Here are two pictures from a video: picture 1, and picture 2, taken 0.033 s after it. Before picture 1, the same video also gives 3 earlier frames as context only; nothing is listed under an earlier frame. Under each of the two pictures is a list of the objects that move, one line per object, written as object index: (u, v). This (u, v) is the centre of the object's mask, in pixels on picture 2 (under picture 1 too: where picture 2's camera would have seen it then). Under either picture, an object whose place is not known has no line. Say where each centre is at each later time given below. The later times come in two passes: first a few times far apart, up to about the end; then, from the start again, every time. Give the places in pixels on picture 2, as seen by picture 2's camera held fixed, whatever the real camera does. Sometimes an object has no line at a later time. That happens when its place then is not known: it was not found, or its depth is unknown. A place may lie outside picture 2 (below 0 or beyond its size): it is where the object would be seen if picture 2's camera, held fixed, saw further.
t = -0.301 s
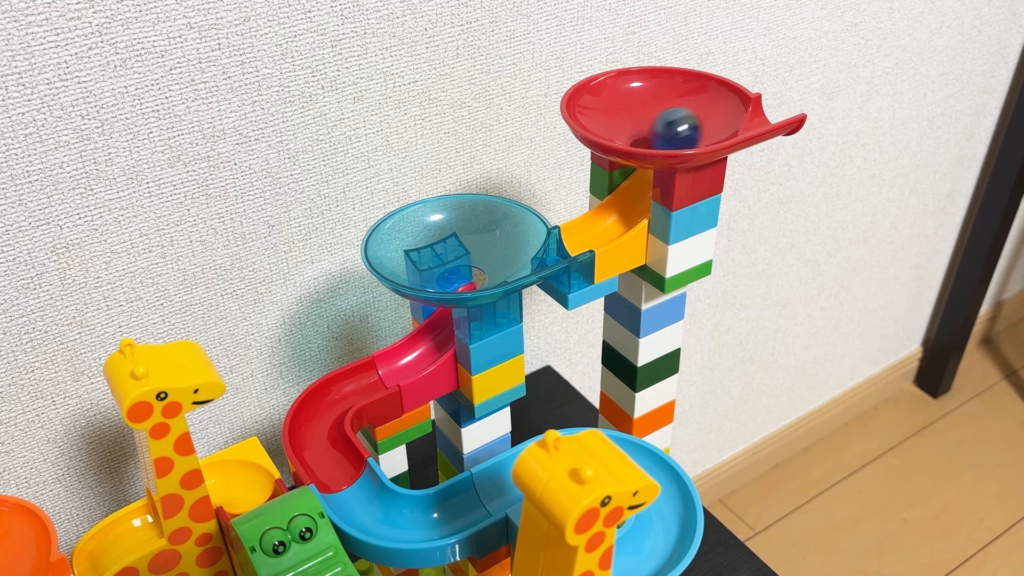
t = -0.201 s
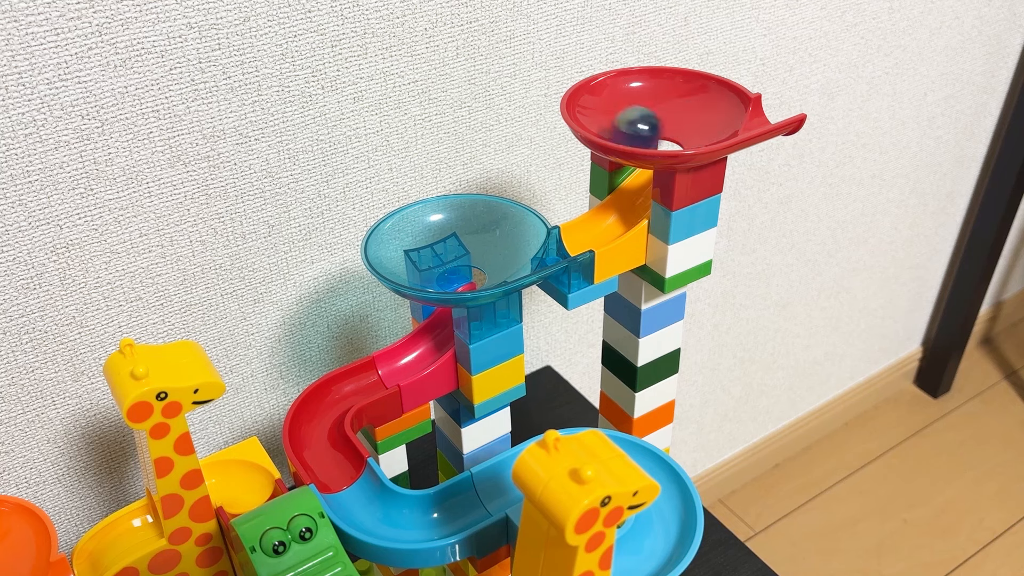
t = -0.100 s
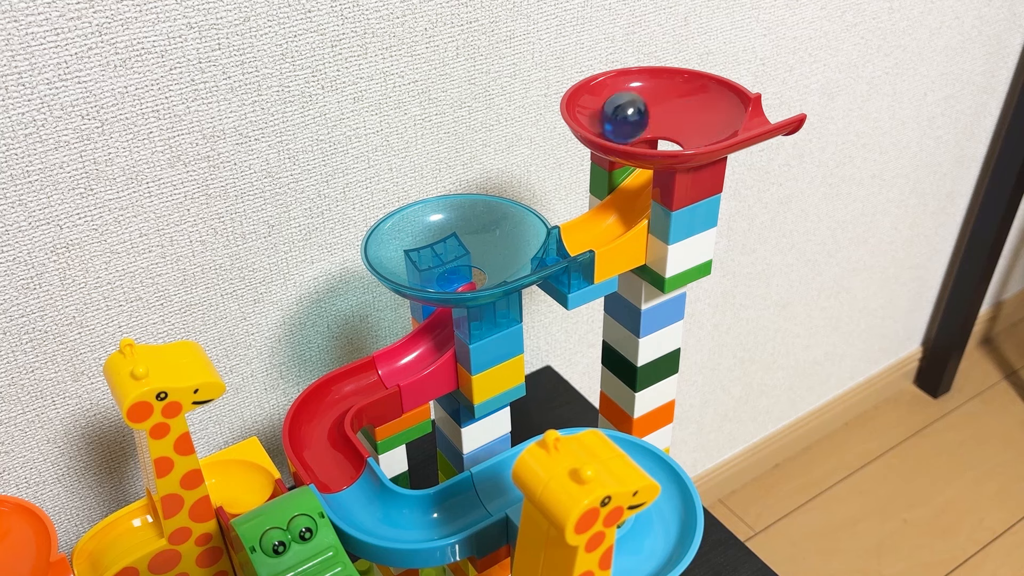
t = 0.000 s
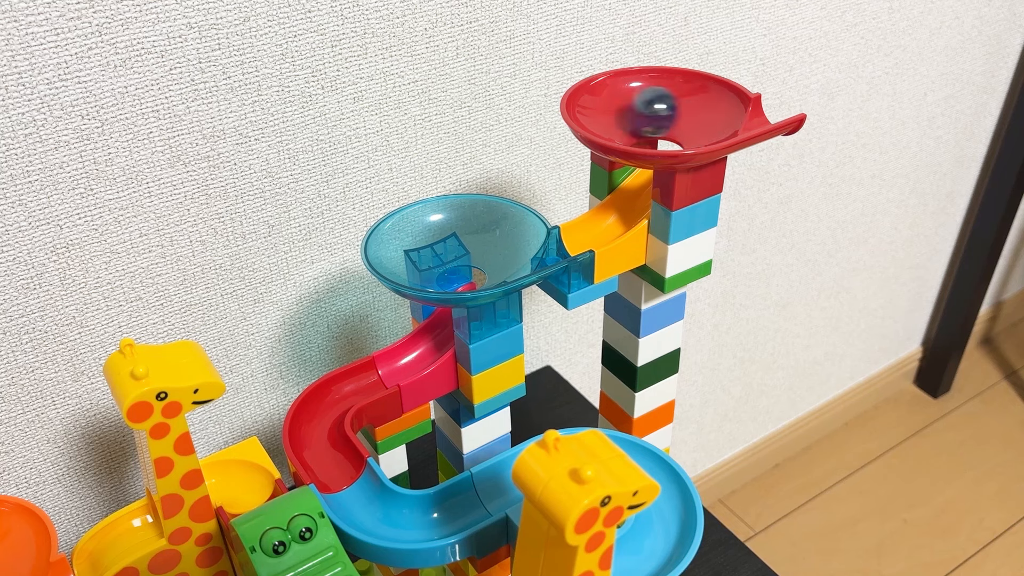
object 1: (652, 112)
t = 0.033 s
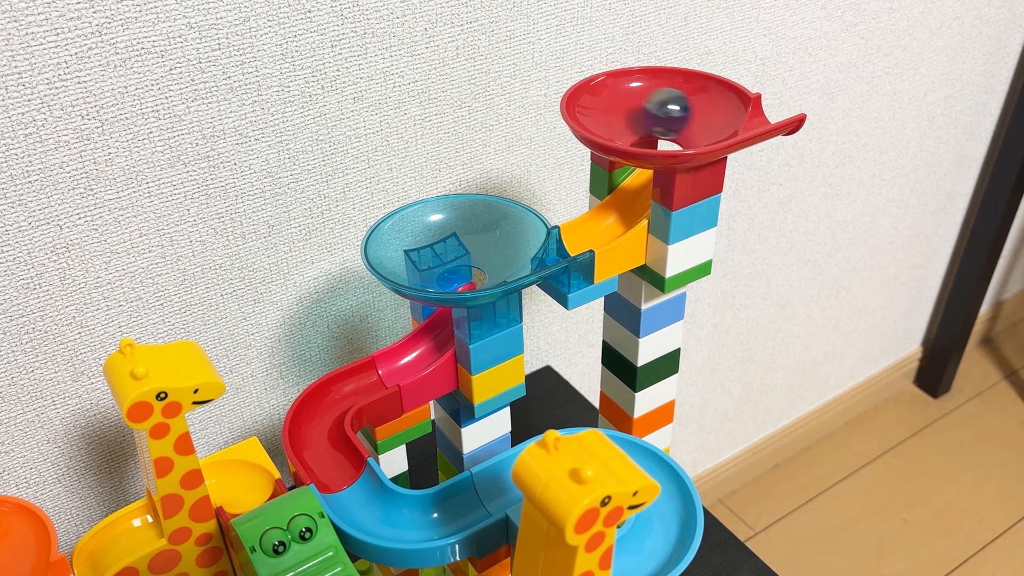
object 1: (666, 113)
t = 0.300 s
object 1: (640, 129)
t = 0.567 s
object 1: (673, 116)
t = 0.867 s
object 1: (631, 124)
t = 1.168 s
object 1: (678, 127)
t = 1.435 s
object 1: (635, 113)
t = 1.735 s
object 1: (659, 132)
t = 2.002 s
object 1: (656, 111)
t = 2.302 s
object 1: (632, 117)
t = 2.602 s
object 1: (641, 127)
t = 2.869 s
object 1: (670, 124)
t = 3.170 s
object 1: (659, 133)
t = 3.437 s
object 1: (659, 129)
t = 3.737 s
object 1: (548, 247)
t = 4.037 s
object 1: (458, 227)
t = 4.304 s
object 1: (442, 273)
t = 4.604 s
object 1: (499, 239)
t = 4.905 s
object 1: (406, 247)
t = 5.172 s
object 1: (504, 259)
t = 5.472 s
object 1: (422, 230)
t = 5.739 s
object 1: (487, 270)
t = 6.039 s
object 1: (444, 227)
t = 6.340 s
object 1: (454, 274)
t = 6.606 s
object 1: (459, 232)
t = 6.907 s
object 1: (443, 271)
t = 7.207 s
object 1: (477, 244)
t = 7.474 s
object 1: (436, 270)
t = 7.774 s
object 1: (480, 248)
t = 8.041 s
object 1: (430, 268)
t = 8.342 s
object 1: (482, 249)
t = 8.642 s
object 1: (423, 257)
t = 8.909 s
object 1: (487, 249)
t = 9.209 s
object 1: (418, 253)
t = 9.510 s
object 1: (491, 256)
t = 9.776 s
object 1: (420, 247)
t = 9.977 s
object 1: (474, 249)
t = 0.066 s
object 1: (677, 116)
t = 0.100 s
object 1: (685, 121)
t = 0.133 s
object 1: (688, 125)
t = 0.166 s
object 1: (685, 128)
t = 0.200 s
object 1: (678, 130)
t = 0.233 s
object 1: (666, 131)
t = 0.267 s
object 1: (653, 131)
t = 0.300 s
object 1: (640, 129)
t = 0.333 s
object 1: (632, 126)
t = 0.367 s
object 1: (627, 121)
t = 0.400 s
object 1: (627, 117)
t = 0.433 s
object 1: (632, 112)
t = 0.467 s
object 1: (640, 110)
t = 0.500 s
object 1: (650, 110)
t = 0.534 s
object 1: (663, 112)
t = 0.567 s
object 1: (673, 116)
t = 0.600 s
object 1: (680, 121)
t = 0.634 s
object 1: (682, 126)
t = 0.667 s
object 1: (679, 129)
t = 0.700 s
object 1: (673, 131)
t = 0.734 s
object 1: (662, 132)
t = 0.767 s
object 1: (652, 131)
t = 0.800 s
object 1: (642, 129)
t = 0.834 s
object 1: (635, 127)
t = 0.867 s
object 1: (631, 124)
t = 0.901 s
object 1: (631, 120)
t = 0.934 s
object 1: (636, 115)
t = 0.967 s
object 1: (644, 111)
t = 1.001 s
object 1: (653, 109)
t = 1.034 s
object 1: (664, 110)
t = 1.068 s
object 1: (673, 112)
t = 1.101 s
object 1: (678, 117)
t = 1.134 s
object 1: (681, 122)
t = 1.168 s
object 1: (678, 127)
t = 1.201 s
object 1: (668, 131)
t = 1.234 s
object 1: (655, 131)
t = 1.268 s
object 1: (641, 128)
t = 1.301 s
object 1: (633, 126)
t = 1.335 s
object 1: (626, 122)
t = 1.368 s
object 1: (625, 118)
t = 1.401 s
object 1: (628, 115)
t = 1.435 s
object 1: (635, 113)
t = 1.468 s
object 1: (645, 113)
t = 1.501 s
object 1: (657, 114)
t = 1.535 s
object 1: (669, 117)
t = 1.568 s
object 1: (677, 121)
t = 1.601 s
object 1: (682, 125)
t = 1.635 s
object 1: (682, 128)
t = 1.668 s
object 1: (678, 130)
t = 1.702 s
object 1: (671, 131)
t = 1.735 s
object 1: (659, 132)
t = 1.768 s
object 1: (650, 130)
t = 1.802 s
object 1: (640, 128)
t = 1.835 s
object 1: (636, 125)
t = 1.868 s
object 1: (633, 121)
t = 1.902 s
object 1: (634, 116)
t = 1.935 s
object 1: (640, 112)
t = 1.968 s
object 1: (648, 110)
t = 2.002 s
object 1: (656, 111)
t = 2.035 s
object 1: (666, 113)
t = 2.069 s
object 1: (673, 117)
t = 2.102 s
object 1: (676, 122)
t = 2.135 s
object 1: (673, 128)
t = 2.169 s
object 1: (661, 132)
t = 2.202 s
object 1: (646, 129)
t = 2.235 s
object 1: (637, 125)
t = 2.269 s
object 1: (632, 122)
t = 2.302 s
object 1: (632, 117)
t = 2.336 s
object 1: (634, 113)
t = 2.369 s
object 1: (639, 112)
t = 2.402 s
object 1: (648, 112)
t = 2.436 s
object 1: (657, 114)
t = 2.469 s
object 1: (666, 118)
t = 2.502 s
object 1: (671, 124)
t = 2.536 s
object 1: (667, 130)
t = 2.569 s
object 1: (653, 130)
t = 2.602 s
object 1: (641, 127)
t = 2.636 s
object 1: (636, 124)
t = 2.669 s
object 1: (634, 121)
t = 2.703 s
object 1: (635, 117)
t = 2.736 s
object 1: (640, 115)
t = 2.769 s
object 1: (648, 114)
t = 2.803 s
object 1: (655, 115)
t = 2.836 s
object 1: (664, 118)
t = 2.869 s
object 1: (670, 124)
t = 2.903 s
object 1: (666, 131)
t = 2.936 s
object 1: (651, 130)
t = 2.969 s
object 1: (642, 126)
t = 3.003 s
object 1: (641, 122)
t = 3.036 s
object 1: (645, 119)
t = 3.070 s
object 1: (653, 118)
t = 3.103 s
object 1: (662, 120)
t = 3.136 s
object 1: (668, 127)
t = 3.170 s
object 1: (659, 133)
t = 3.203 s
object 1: (647, 129)
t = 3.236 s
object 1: (645, 124)
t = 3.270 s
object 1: (652, 123)
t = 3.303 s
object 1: (663, 127)
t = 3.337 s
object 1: (661, 133)
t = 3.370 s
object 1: (649, 130)
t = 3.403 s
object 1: (650, 127)
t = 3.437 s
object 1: (659, 129)
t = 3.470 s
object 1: (658, 135)
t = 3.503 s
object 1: (657, 134)
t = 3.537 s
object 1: (656, 136)
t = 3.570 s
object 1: (656, 143)
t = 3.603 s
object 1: (639, 190)
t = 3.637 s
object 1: (625, 208)
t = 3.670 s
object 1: (600, 225)
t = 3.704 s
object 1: (574, 237)
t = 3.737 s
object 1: (548, 247)
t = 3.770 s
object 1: (527, 259)
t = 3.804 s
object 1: (492, 271)
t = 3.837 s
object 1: (455, 276)
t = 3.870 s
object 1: (421, 270)
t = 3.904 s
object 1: (395, 256)
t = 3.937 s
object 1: (391, 238)
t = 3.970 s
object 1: (406, 233)
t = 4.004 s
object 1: (431, 227)
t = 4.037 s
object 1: (458, 227)
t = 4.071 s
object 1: (481, 230)
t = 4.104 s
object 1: (498, 232)
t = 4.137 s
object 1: (509, 239)
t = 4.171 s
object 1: (511, 251)
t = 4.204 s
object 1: (503, 262)
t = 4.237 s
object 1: (484, 270)
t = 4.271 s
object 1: (463, 274)
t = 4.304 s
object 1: (442, 273)
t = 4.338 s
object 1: (421, 270)
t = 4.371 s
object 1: (408, 261)
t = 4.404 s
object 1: (402, 249)
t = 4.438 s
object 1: (407, 240)
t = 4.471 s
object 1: (421, 231)
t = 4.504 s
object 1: (442, 230)
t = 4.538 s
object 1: (463, 229)
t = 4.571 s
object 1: (483, 234)
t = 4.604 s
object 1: (499, 239)
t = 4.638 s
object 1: (507, 246)
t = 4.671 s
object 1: (508, 256)
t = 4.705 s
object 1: (500, 265)
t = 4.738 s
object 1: (482, 272)
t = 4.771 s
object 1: (461, 274)
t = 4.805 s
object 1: (442, 273)
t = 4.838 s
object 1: (424, 269)
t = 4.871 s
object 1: (411, 261)
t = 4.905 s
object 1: (406, 247)
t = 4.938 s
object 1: (410, 237)
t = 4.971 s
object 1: (423, 230)
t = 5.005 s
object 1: (442, 228)
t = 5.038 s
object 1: (460, 231)
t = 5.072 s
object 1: (479, 235)
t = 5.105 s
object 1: (494, 242)
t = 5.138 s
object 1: (503, 251)
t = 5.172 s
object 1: (504, 259)
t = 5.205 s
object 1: (497, 266)
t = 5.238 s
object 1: (483, 271)
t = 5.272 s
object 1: (464, 274)
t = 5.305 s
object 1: (446, 273)
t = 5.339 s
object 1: (430, 270)
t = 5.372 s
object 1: (417, 263)
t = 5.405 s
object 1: (410, 250)
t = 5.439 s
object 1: (412, 239)
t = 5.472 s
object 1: (422, 230)
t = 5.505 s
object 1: (437, 228)
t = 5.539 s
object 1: (454, 230)
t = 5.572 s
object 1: (471, 234)
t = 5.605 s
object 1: (487, 242)
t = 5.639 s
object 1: (496, 250)
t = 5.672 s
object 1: (500, 259)
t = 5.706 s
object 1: (497, 266)
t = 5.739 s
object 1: (487, 270)
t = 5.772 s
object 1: (468, 274)
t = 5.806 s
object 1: (457, 274)
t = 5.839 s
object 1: (439, 272)
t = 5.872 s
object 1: (427, 268)
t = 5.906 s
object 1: (418, 260)
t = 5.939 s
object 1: (414, 246)
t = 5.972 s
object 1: (419, 235)
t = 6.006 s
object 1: (430, 229)
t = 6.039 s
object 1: (444, 227)
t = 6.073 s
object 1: (460, 231)
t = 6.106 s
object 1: (474, 237)
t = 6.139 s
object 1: (486, 245)
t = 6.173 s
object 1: (493, 254)
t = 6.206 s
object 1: (495, 262)
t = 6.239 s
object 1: (491, 267)
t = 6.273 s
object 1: (482, 271)
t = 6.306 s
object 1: (466, 274)
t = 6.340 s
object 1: (454, 274)
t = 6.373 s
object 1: (440, 271)
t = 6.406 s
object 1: (429, 267)
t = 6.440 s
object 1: (423, 262)
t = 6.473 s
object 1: (420, 247)
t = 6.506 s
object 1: (422, 236)
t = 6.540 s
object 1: (433, 230)
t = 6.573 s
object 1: (445, 227)
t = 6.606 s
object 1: (459, 232)
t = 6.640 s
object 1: (472, 238)
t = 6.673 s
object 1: (480, 244)
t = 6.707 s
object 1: (489, 256)
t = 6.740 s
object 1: (489, 263)
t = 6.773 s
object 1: (486, 268)
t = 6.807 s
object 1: (477, 272)
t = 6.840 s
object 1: (465, 274)
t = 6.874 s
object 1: (455, 274)
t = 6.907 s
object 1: (443, 271)
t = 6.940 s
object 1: (434, 269)
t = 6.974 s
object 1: (428, 264)
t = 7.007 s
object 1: (424, 249)
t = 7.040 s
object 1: (428, 240)
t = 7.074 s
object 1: (435, 231)
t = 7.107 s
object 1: (445, 227)
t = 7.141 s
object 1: (457, 232)
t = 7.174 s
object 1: (469, 238)
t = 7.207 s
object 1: (477, 244)
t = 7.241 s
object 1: (482, 255)
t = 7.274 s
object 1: (484, 264)
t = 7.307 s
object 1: (482, 269)
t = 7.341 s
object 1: (474, 272)
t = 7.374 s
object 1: (464, 274)
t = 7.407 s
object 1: (454, 274)
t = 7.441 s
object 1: (443, 272)
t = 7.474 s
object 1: (436, 270)
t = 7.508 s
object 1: (431, 265)
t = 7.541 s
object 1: (428, 254)
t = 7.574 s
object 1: (430, 243)
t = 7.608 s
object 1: (437, 235)
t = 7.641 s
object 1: (446, 228)
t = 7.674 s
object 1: (456, 228)
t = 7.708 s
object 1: (466, 234)
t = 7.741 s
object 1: (475, 241)
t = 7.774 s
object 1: (480, 248)
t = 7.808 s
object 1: (482, 258)
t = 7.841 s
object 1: (478, 267)
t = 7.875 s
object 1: (468, 272)
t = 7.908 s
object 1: (462, 273)
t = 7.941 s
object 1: (453, 274)
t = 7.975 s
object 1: (443, 273)
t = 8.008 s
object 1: (436, 271)
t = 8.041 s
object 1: (430, 268)
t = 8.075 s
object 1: (428, 264)
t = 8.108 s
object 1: (430, 253)
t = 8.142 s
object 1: (435, 243)
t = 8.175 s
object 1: (443, 235)
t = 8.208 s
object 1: (454, 231)
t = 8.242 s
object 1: (463, 232)
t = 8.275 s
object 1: (473, 234)
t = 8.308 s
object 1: (479, 241)
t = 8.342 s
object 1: (482, 249)
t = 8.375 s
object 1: (482, 257)
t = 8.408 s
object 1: (475, 267)
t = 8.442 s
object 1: (463, 271)
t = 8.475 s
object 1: (453, 272)
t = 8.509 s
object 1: (443, 272)
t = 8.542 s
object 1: (432, 271)
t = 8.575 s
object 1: (426, 268)
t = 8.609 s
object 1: (422, 265)
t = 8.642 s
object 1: (423, 257)
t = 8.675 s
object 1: (429, 251)
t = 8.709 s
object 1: (438, 244)
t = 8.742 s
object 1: (449, 238)
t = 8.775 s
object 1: (460, 236)
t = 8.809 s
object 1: (472, 234)
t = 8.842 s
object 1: (480, 237)
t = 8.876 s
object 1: (486, 243)
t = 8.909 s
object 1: (487, 249)
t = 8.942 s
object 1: (485, 256)
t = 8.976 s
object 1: (478, 264)
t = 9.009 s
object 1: (465, 270)
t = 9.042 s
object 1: (453, 270)
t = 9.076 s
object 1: (440, 270)
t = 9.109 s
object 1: (430, 269)
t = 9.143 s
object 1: (421, 265)
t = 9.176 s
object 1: (418, 261)
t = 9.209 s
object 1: (418, 253)
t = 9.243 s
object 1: (424, 248)
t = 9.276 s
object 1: (435, 244)
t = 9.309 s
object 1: (448, 243)
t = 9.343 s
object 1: (461, 241)
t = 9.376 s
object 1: (472, 241)
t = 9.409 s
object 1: (483, 243)
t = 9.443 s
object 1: (490, 246)
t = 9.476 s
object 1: (492, 251)
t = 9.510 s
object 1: (491, 256)
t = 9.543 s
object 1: (485, 262)
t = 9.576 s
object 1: (475, 267)
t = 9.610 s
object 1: (463, 271)
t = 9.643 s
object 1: (449, 268)
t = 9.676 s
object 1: (437, 267)
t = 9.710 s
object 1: (429, 262)
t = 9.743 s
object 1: (422, 254)
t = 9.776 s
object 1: (420, 247)
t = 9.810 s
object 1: (423, 243)
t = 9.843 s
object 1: (430, 240)
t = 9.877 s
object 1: (440, 238)
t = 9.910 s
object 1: (452, 244)
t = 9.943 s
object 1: (464, 246)
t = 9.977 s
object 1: (474, 249)
